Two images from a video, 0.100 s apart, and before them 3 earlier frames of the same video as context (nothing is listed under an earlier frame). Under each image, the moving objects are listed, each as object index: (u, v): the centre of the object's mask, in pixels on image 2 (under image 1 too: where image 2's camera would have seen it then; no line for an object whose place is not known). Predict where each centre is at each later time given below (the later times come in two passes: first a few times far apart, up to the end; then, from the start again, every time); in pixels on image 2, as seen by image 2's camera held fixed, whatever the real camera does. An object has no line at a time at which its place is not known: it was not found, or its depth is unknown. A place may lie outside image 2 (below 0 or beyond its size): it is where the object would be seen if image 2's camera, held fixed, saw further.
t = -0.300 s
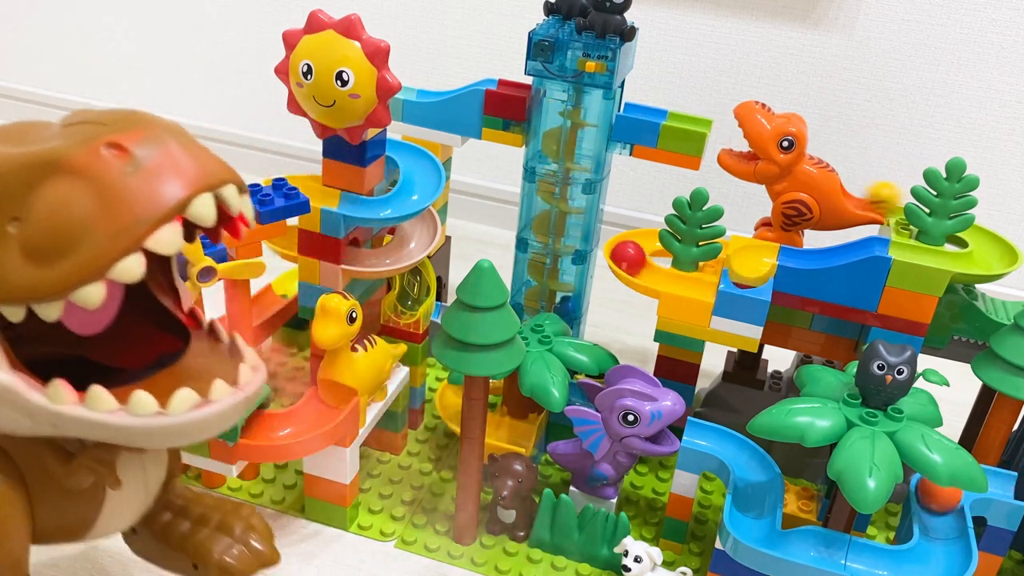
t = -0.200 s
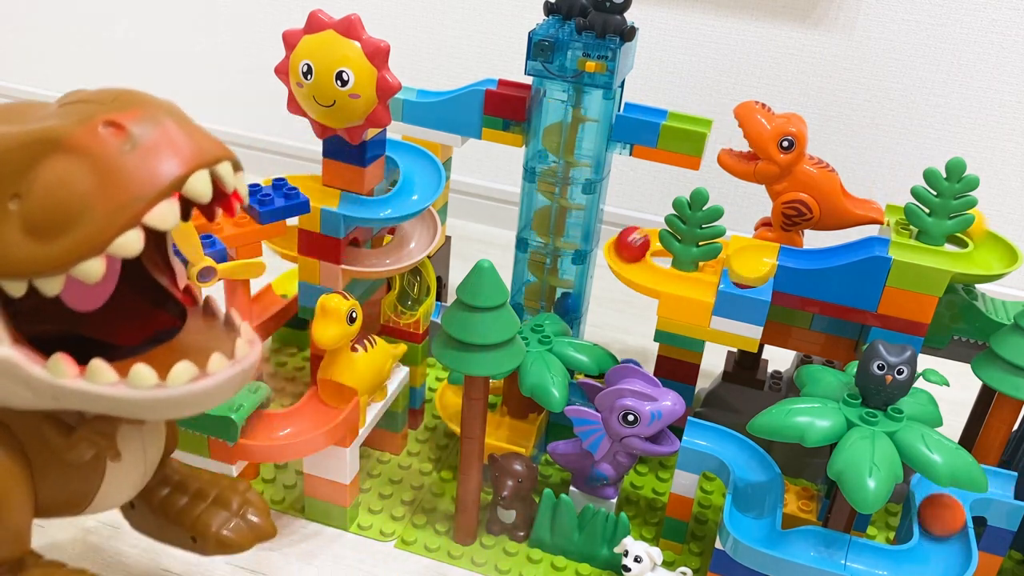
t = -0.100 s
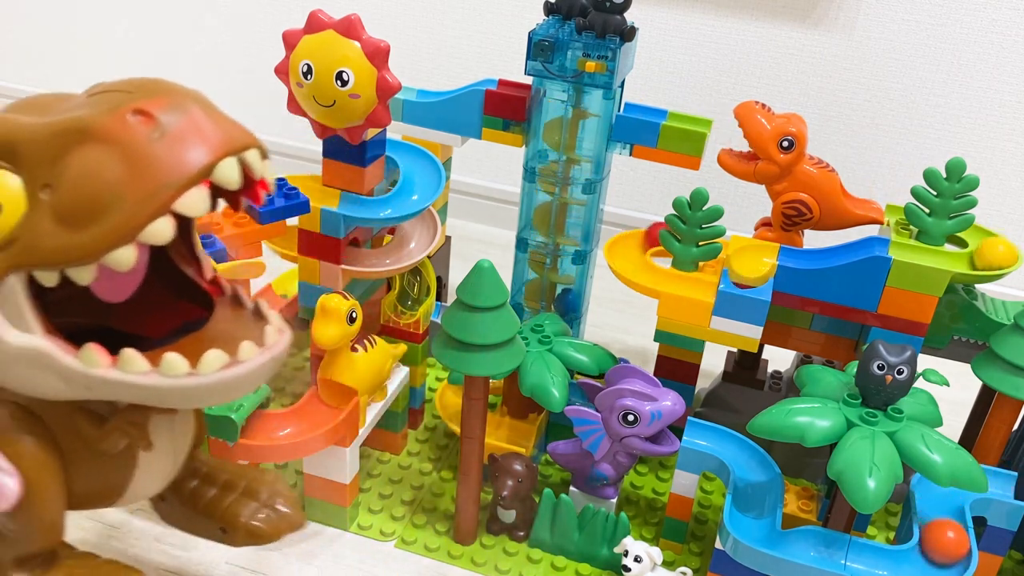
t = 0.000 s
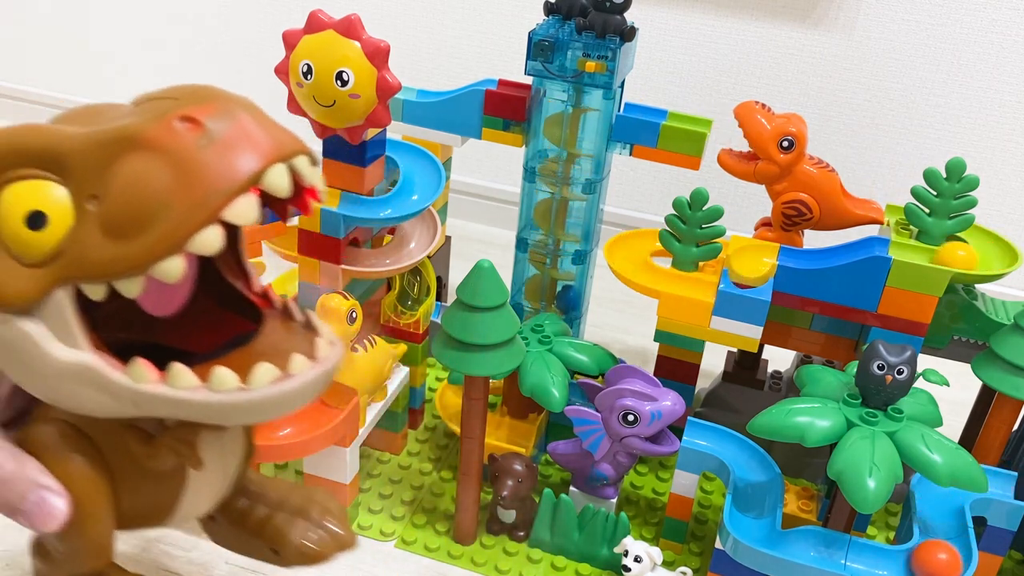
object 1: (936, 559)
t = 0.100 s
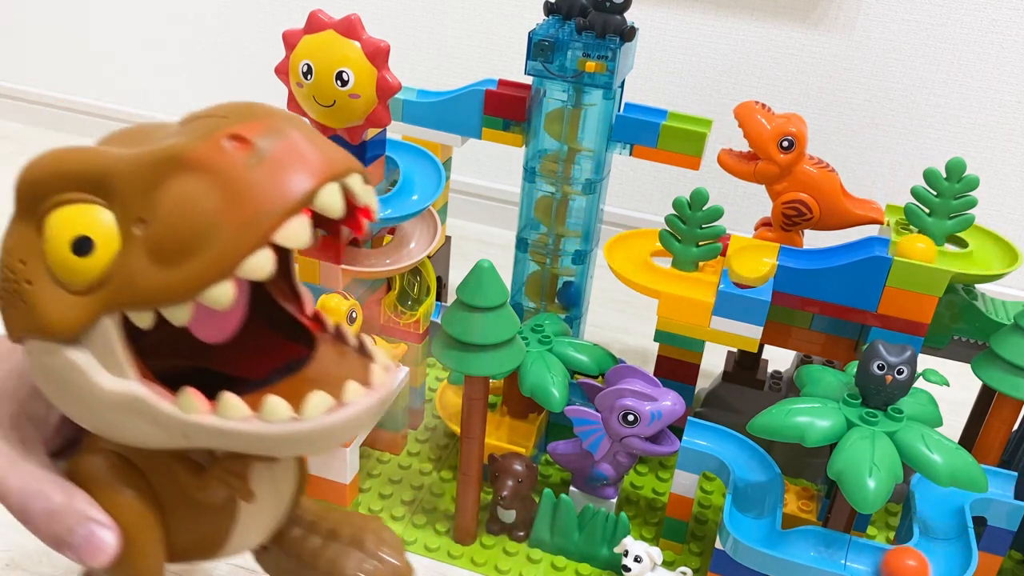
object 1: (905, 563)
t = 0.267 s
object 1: (844, 552)
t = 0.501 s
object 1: (754, 524)
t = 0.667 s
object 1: (741, 452)
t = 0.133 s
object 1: (893, 562)
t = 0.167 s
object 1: (880, 560)
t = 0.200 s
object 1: (867, 557)
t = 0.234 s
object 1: (856, 555)
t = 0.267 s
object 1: (844, 552)
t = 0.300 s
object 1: (833, 549)
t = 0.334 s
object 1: (822, 545)
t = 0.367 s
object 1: (810, 542)
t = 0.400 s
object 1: (796, 539)
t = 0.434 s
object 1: (781, 536)
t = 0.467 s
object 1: (765, 530)
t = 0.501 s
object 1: (754, 524)
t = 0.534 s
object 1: (753, 511)
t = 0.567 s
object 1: (755, 495)
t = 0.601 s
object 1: (758, 481)
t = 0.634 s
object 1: (754, 466)
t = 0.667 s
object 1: (741, 452)
